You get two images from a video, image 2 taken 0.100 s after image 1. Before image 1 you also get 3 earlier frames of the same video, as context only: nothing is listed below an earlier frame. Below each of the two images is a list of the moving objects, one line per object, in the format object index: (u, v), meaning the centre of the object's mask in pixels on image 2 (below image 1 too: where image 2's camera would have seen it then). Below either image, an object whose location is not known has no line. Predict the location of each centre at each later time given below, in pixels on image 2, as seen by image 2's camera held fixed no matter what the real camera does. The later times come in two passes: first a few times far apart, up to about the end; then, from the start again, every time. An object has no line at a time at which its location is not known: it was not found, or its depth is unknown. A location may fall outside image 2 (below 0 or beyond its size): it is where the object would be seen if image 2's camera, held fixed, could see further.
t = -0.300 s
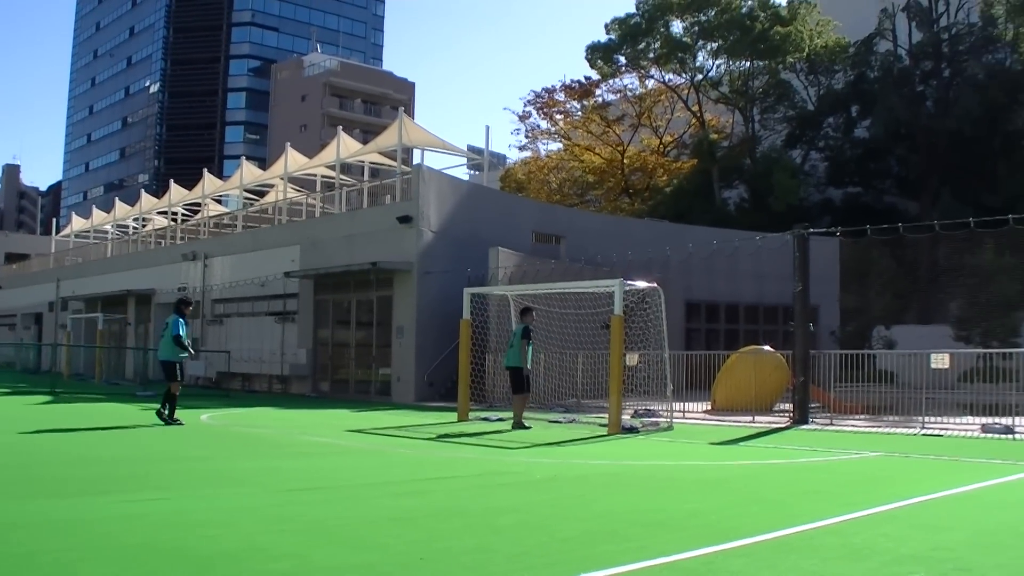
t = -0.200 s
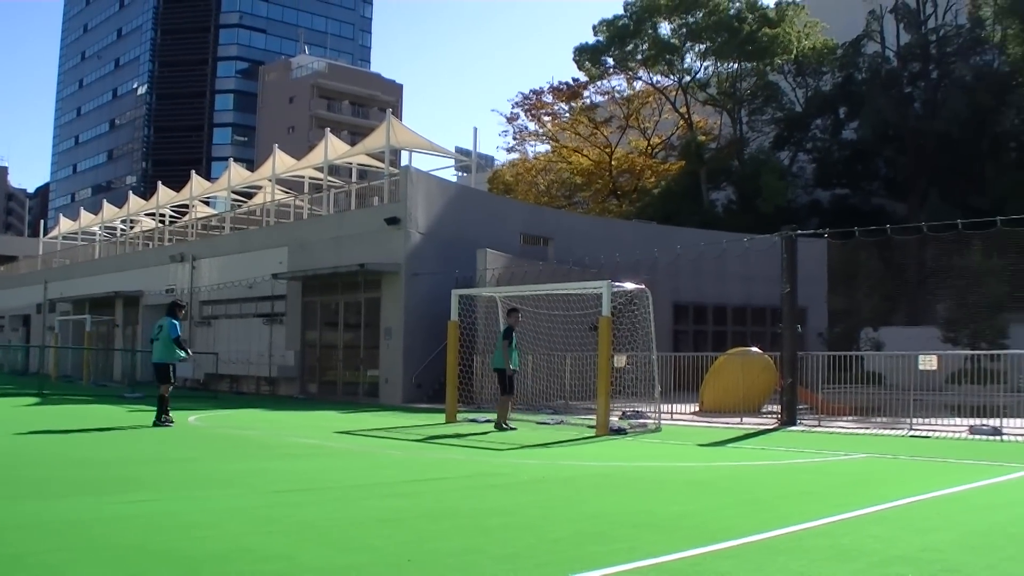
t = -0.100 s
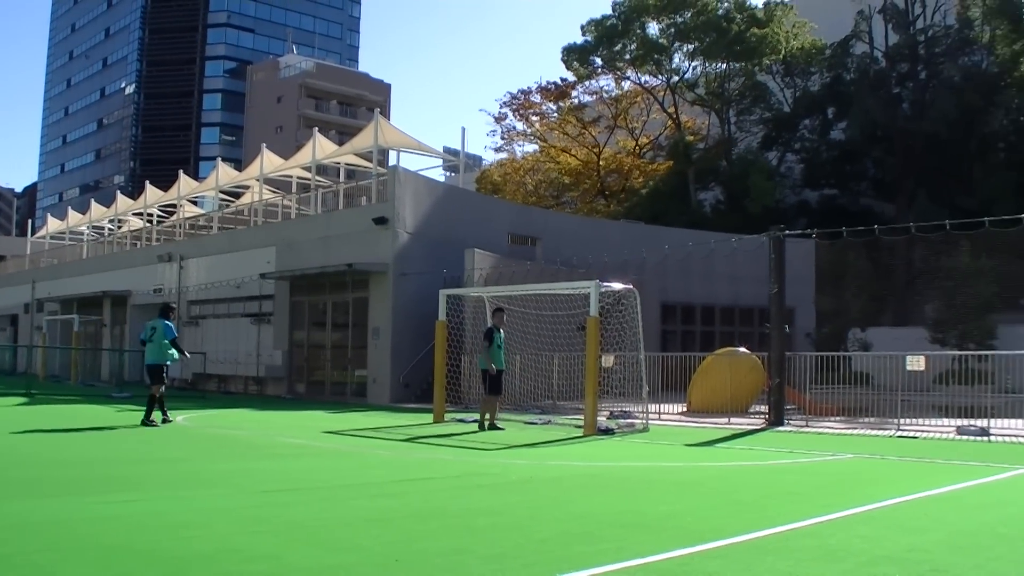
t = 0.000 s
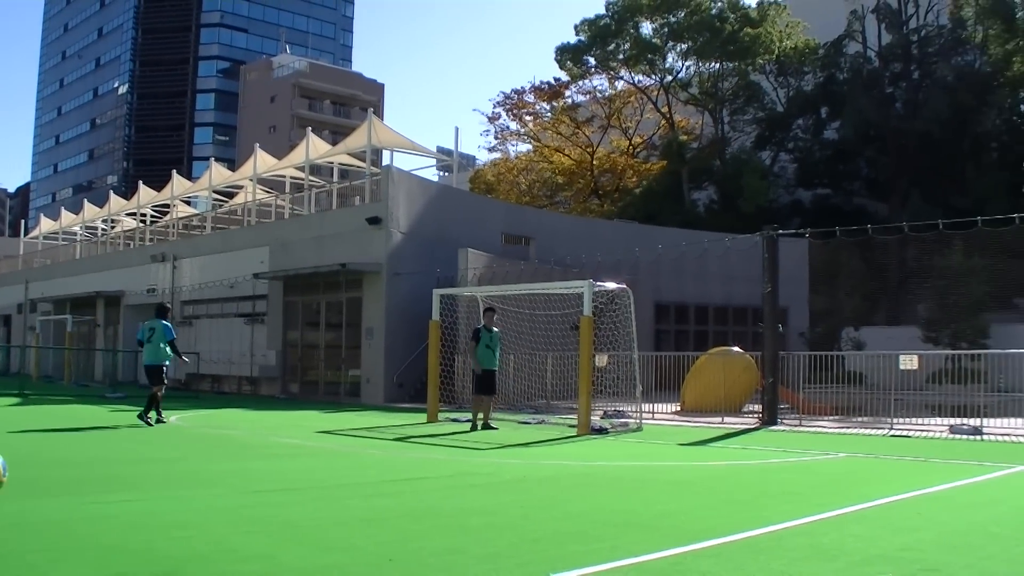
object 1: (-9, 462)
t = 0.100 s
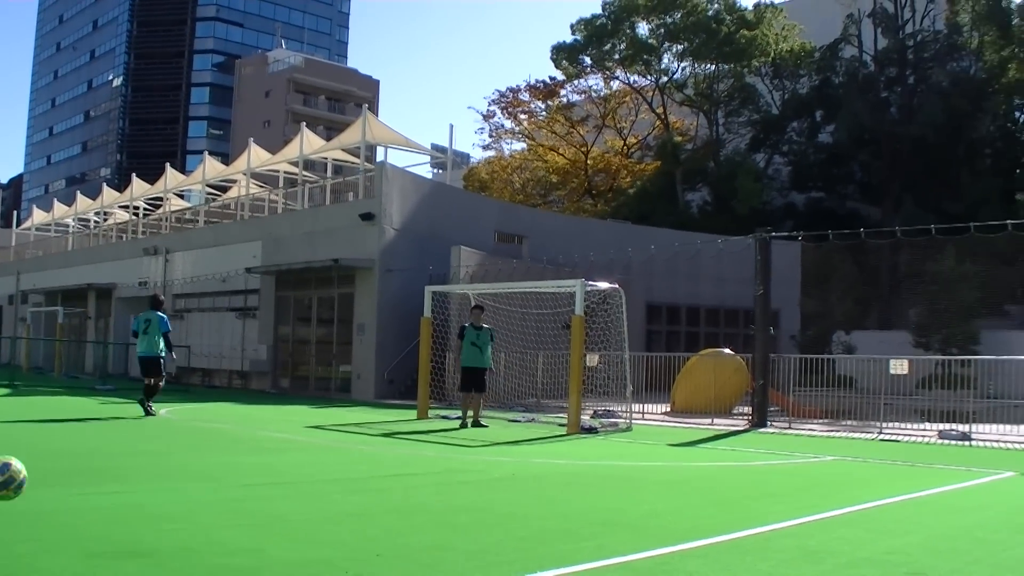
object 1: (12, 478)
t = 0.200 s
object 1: (36, 514)
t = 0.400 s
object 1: (89, 483)
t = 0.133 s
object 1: (20, 487)
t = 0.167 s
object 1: (28, 499)
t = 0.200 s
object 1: (36, 514)
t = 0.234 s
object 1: (44, 522)
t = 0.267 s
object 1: (54, 510)
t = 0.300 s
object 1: (64, 500)
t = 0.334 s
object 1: (72, 493)
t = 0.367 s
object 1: (81, 487)
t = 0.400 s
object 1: (89, 483)
